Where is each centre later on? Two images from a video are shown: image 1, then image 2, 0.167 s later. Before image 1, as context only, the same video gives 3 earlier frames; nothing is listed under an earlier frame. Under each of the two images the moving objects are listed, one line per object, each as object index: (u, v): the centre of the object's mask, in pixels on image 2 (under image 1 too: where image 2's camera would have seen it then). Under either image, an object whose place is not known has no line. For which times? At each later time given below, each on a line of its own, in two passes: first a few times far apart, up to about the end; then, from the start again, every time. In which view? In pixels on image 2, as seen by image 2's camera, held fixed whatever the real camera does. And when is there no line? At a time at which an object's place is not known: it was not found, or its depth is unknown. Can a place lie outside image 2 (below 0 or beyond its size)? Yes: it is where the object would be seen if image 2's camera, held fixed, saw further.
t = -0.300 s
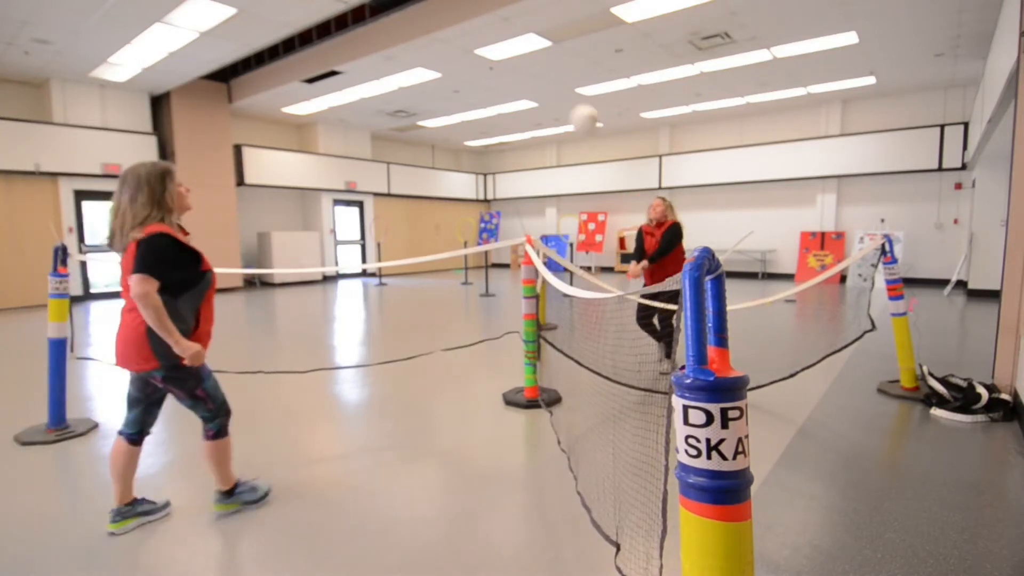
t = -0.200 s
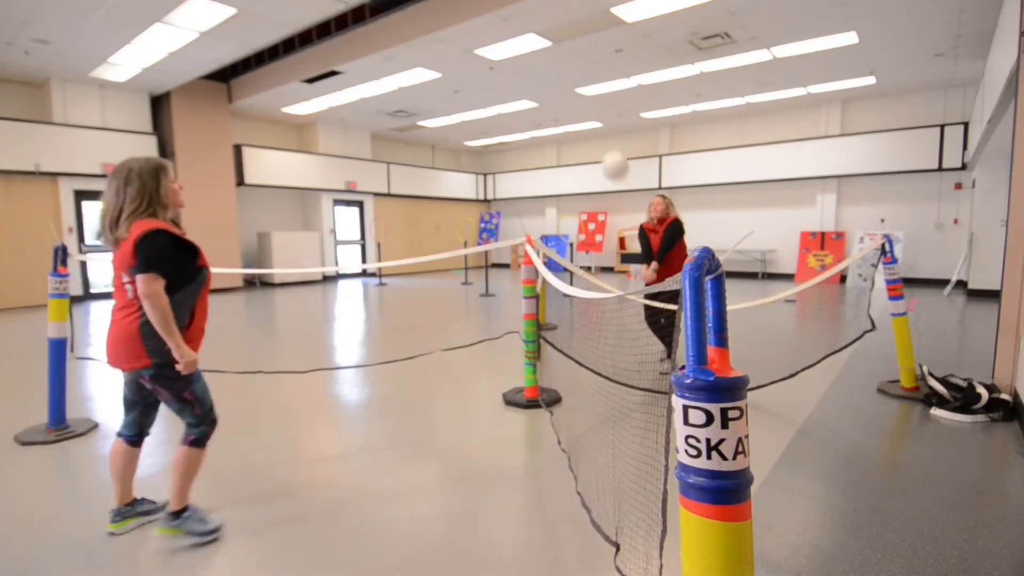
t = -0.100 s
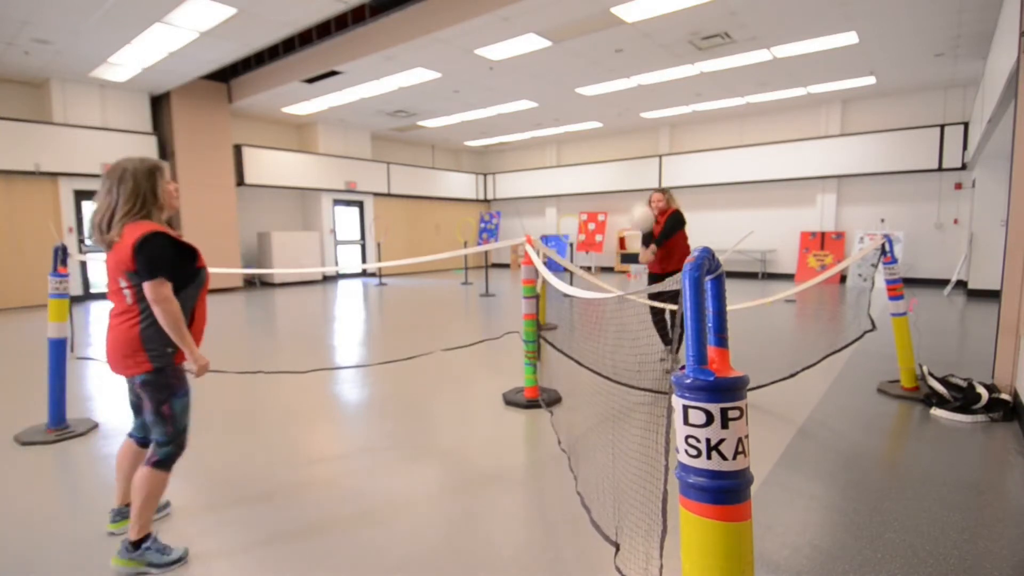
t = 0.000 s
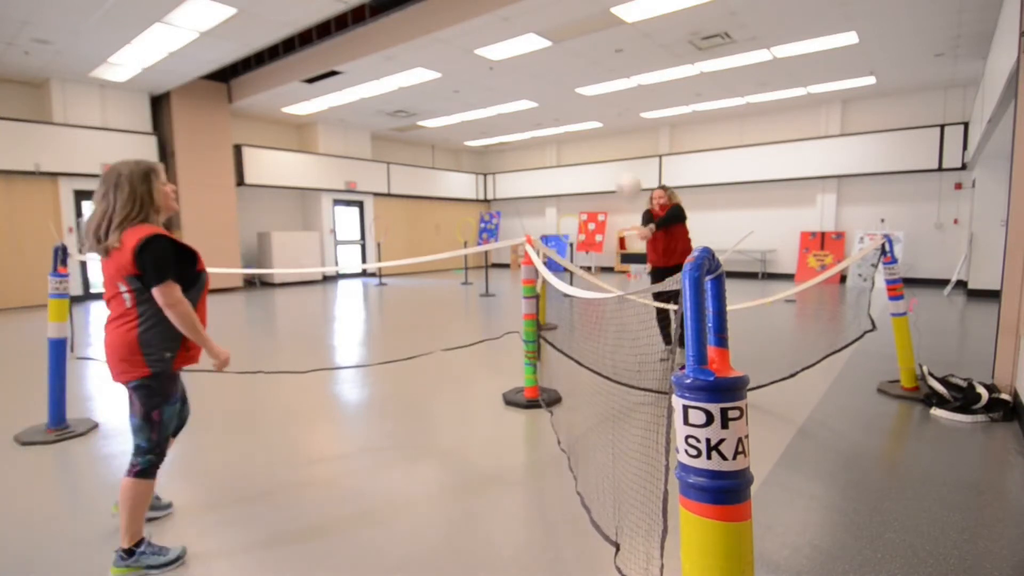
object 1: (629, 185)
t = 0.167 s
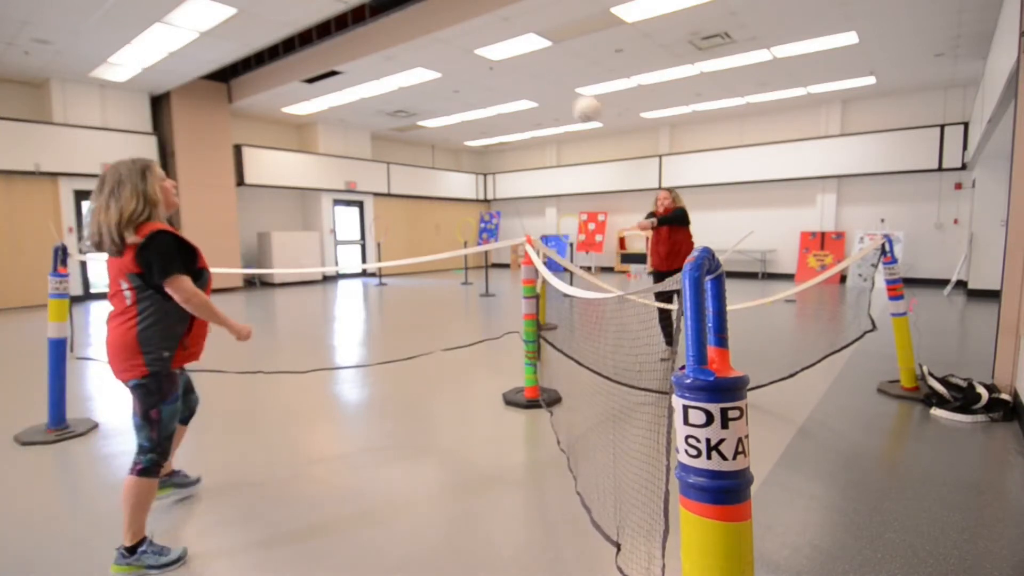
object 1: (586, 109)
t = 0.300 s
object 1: (551, 66)
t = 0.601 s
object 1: (461, 55)
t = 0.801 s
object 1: (400, 125)
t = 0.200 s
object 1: (576, 97)
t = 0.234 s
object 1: (568, 85)
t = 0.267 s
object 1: (560, 76)
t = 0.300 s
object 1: (551, 66)
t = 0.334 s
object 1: (541, 61)
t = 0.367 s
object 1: (533, 57)
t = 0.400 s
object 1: (523, 54)
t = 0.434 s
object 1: (512, 48)
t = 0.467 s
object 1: (502, 46)
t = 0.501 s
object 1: (492, 46)
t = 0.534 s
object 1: (481, 47)
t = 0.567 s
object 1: (471, 51)
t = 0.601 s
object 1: (461, 55)
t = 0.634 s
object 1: (451, 62)
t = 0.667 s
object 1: (442, 72)
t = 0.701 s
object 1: (432, 83)
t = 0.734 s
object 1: (421, 97)
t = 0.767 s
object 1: (410, 109)
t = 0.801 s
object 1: (400, 125)
